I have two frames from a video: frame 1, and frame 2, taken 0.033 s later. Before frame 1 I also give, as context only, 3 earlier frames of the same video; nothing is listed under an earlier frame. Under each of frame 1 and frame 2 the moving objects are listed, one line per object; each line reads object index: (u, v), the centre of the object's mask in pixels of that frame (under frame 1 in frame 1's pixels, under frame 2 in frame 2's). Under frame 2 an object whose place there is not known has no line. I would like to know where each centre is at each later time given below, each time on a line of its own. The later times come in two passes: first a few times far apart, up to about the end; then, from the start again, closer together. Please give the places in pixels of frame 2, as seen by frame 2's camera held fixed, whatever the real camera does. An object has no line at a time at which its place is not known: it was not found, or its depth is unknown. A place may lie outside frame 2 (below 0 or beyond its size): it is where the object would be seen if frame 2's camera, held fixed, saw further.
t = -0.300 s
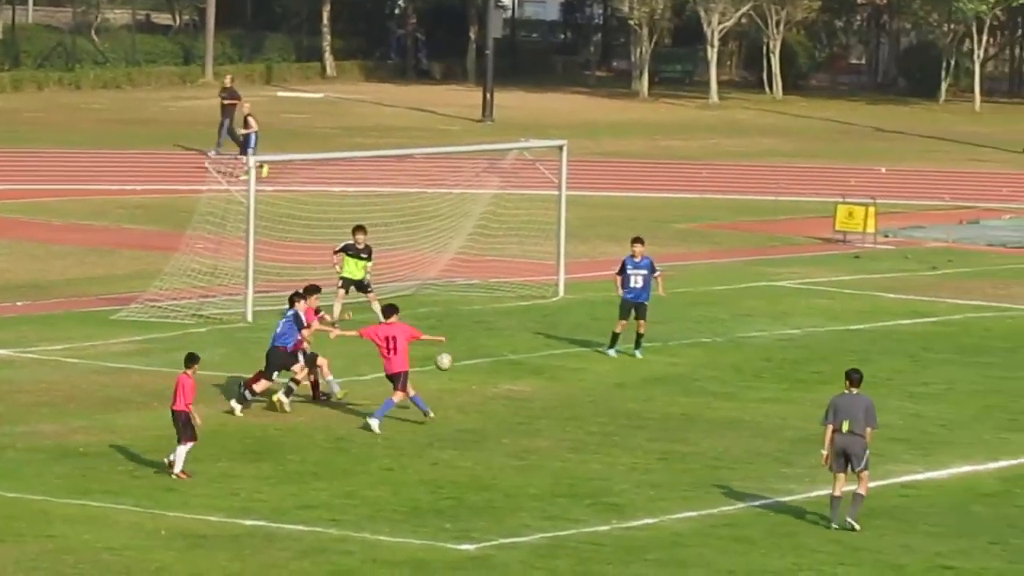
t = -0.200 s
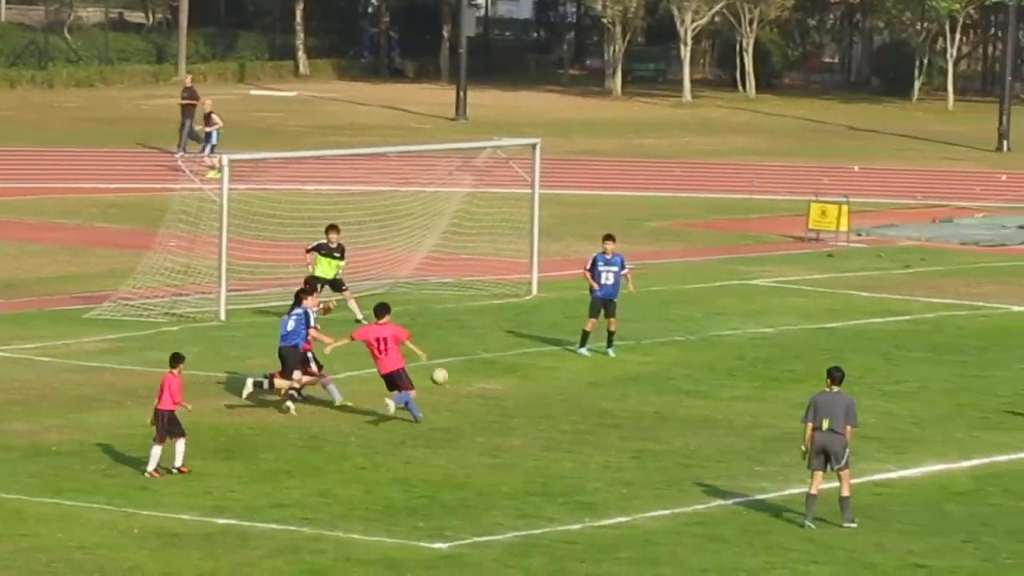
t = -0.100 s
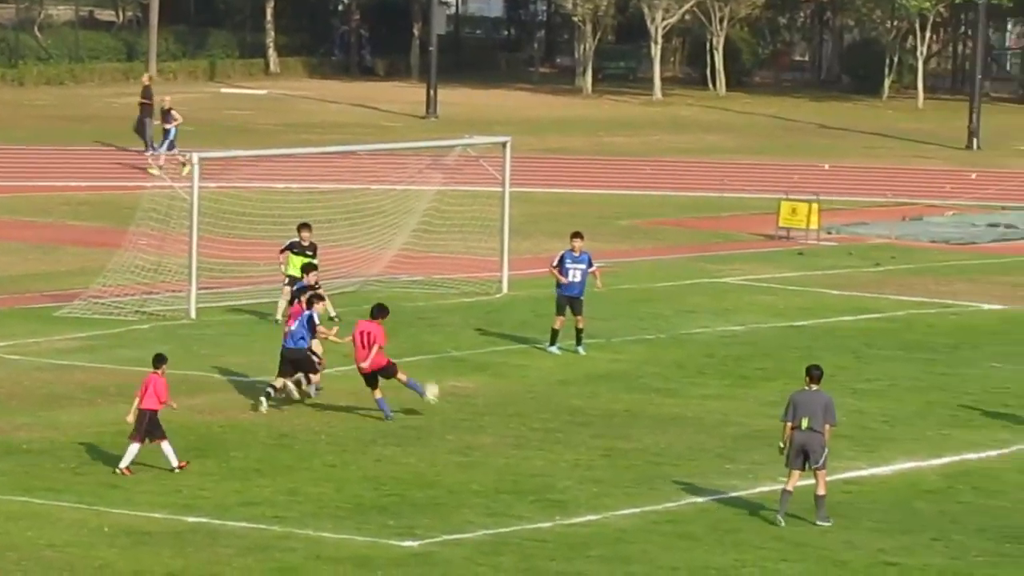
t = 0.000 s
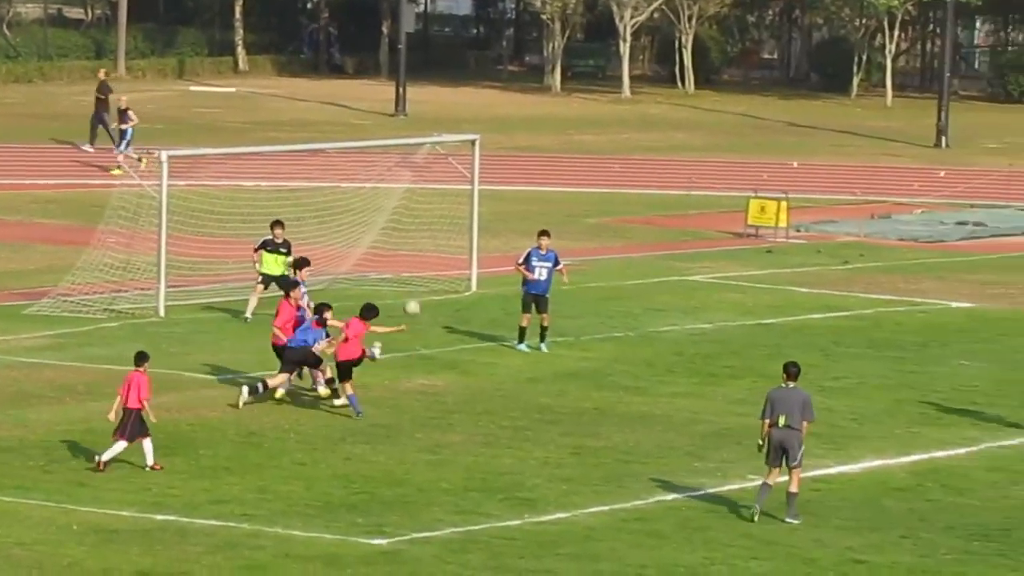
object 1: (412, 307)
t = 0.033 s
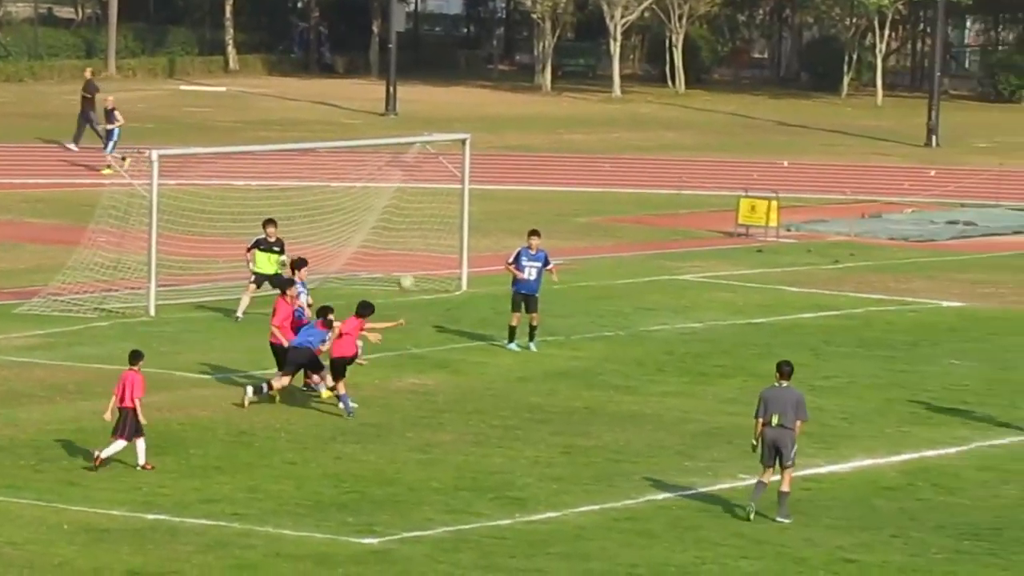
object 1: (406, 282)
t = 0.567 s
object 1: (481, 29)
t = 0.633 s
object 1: (490, 15)
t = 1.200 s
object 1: (559, 19)
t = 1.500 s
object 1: (589, 97)
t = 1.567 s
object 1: (595, 120)
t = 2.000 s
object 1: (628, 190)
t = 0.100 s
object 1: (414, 237)
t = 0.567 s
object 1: (481, 29)
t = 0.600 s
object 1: (485, 22)
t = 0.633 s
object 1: (490, 15)
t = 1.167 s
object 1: (555, 16)
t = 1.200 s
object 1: (559, 19)
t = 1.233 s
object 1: (562, 25)
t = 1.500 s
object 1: (589, 97)
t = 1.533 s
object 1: (592, 109)
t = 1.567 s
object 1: (595, 120)
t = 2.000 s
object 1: (628, 190)
